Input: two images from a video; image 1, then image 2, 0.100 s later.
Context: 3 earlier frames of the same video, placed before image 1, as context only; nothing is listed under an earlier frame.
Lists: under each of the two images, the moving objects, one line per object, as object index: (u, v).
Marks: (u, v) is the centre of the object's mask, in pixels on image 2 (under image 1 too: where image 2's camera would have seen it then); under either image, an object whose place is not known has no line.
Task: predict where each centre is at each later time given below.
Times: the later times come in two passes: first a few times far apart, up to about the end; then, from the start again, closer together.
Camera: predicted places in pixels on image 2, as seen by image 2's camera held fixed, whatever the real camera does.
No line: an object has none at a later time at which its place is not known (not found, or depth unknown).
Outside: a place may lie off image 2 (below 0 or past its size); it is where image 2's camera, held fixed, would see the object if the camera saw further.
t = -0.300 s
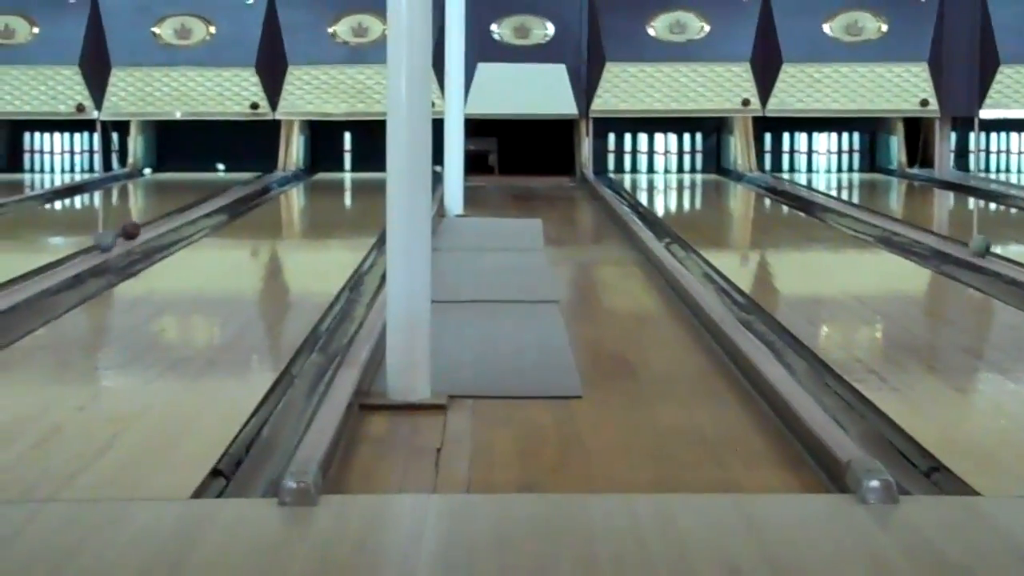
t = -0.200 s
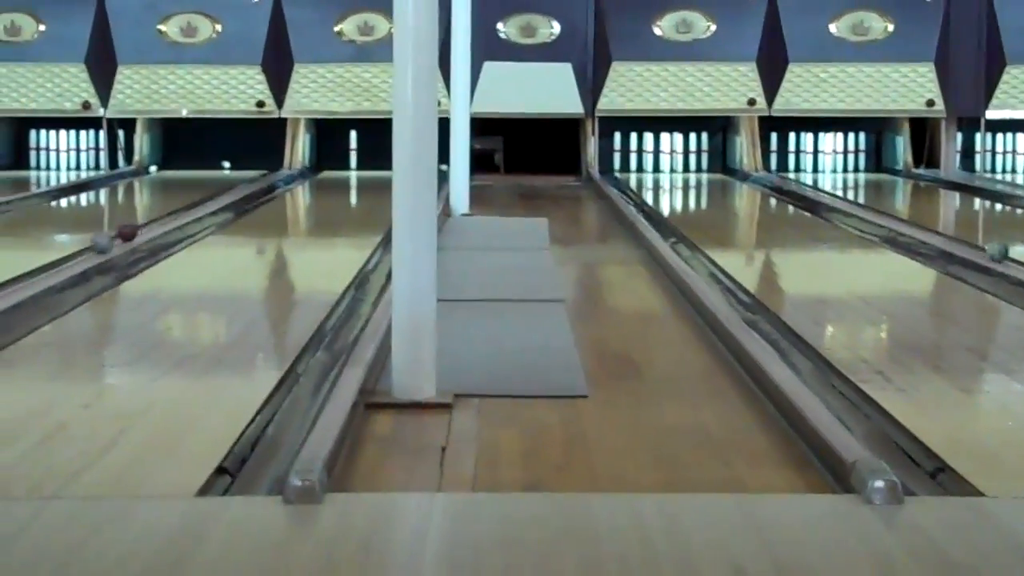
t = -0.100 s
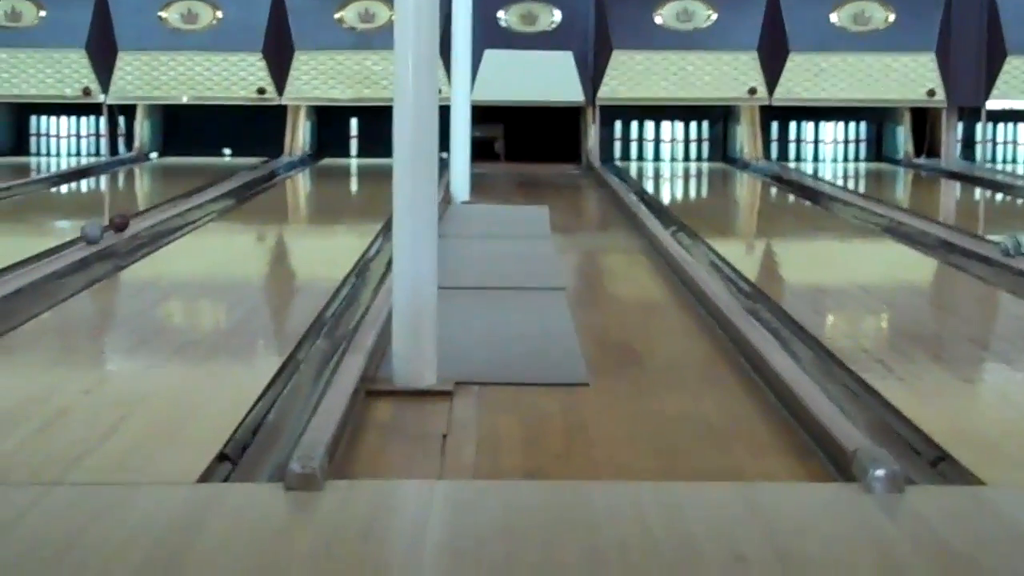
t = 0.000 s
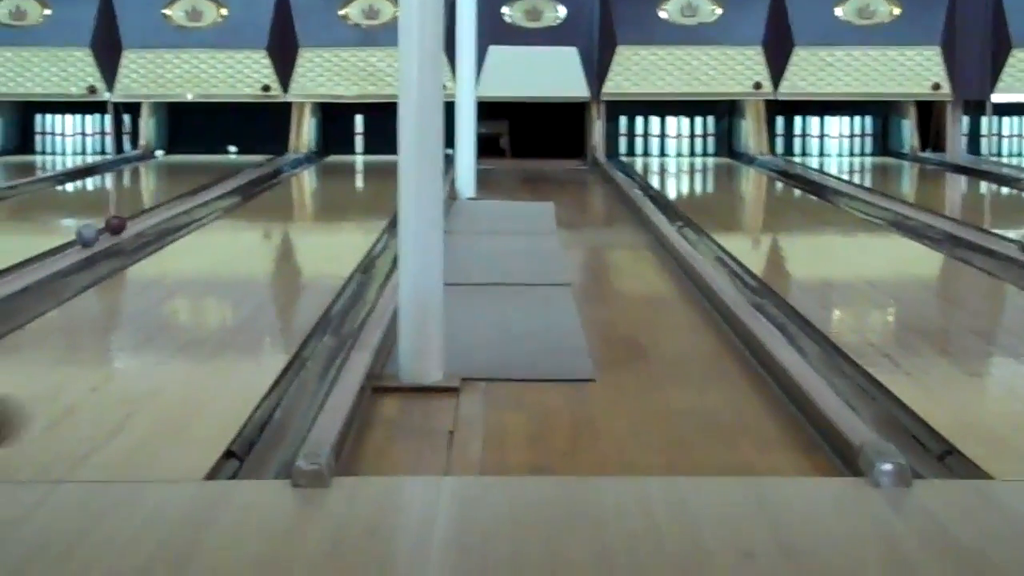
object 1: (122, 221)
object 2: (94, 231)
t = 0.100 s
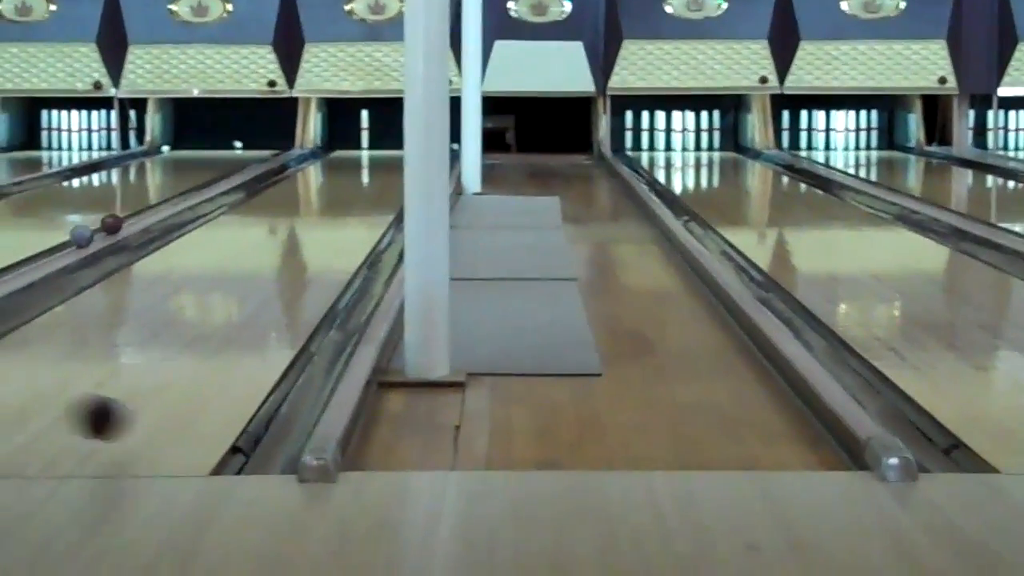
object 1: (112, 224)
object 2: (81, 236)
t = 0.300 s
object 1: (89, 233)
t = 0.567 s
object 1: (57, 247)
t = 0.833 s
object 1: (20, 262)
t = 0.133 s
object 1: (108, 225)
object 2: (77, 237)
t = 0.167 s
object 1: (104, 227)
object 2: (74, 240)
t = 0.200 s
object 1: (100, 228)
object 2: (69, 241)
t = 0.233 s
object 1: (96, 230)
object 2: (65, 244)
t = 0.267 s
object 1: (93, 231)
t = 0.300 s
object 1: (89, 233)
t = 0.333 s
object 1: (85, 234)
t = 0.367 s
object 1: (81, 236)
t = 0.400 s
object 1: (78, 238)
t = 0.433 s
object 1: (73, 240)
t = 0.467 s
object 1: (70, 242)
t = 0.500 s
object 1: (66, 244)
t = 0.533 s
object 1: (61, 245)
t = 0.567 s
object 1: (57, 247)
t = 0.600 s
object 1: (53, 249)
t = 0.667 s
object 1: (44, 252)
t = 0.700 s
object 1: (40, 254)
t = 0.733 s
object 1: (35, 256)
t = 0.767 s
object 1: (30, 258)
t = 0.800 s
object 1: (25, 260)
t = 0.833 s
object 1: (20, 262)
